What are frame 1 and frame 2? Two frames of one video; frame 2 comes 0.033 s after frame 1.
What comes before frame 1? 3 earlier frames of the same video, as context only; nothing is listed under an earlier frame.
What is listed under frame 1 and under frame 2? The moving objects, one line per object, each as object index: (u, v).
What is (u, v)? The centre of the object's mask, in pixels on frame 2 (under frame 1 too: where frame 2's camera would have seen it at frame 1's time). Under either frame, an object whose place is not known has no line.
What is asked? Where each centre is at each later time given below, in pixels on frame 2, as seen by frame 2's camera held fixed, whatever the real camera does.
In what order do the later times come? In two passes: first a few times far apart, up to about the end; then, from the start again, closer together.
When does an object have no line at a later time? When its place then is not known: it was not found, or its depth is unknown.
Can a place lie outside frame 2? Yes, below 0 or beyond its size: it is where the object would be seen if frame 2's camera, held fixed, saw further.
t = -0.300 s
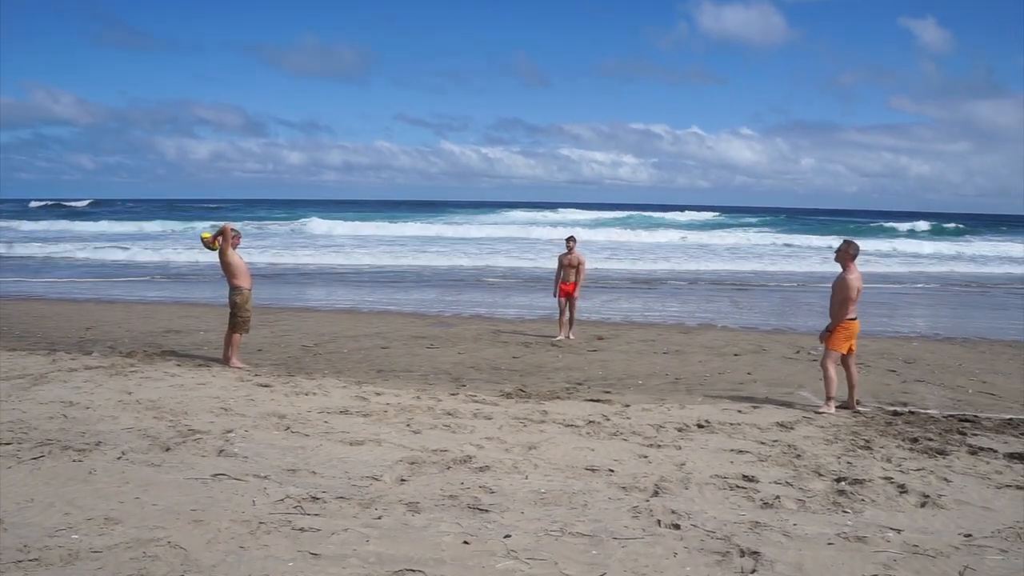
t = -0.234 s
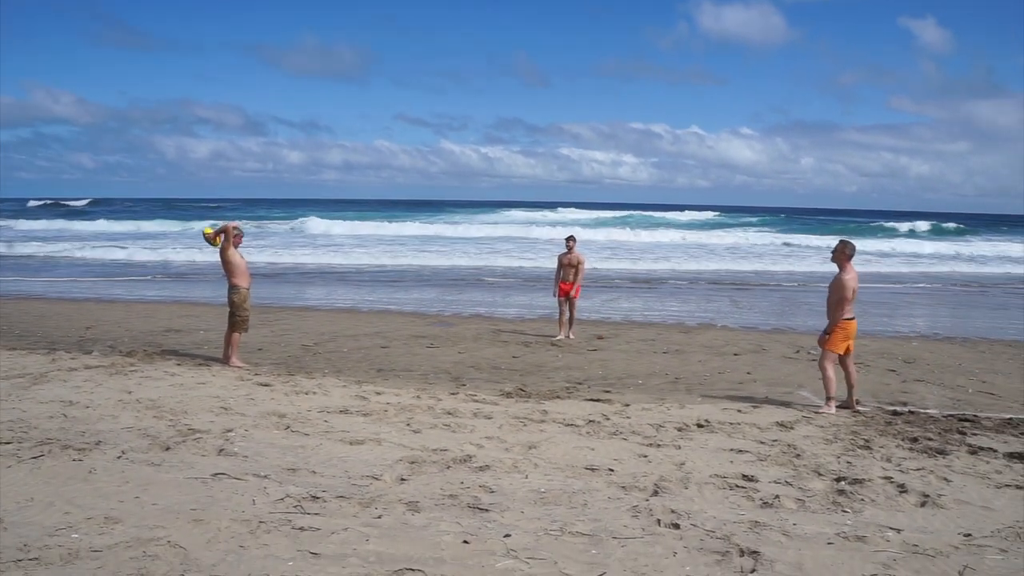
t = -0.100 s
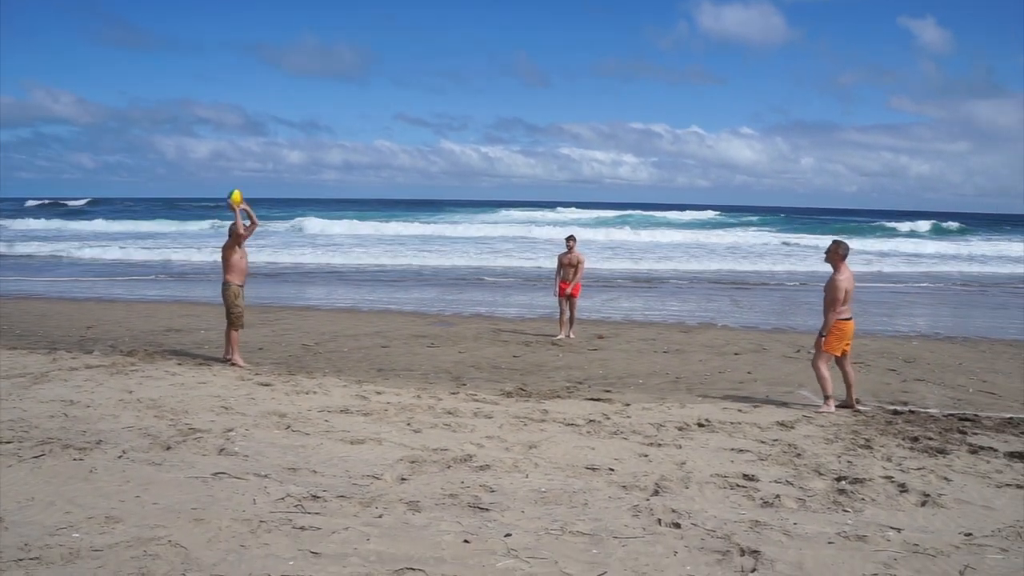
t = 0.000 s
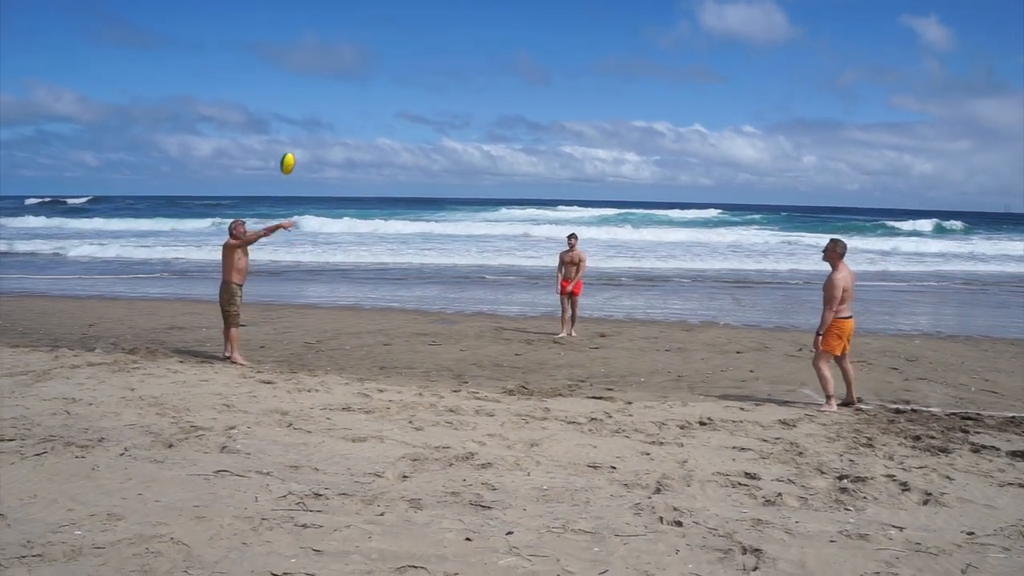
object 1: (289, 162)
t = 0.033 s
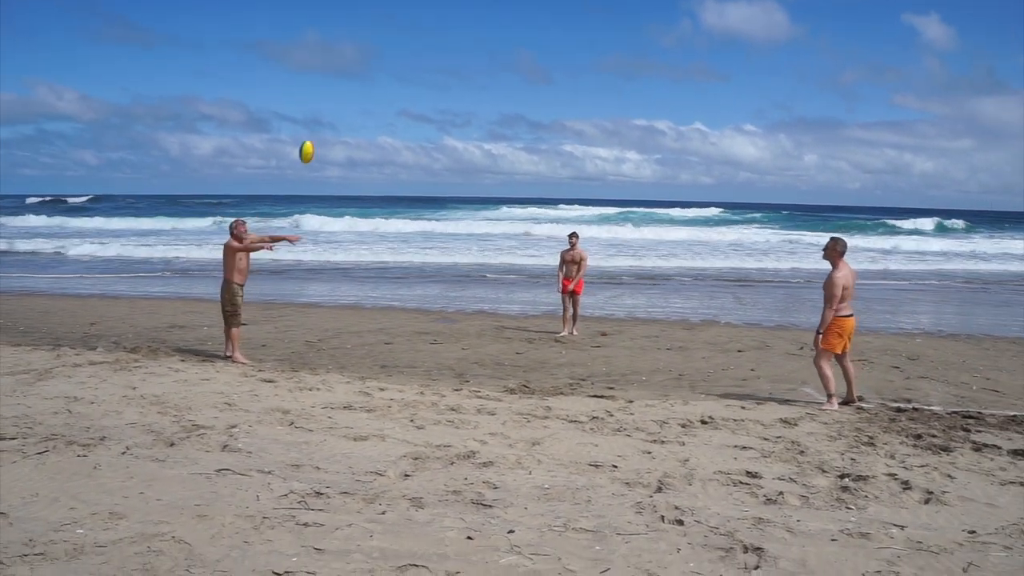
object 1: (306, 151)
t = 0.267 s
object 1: (432, 99)
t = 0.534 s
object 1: (582, 97)
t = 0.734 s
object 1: (699, 146)
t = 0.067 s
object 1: (324, 142)
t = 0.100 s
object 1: (341, 133)
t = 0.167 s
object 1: (377, 117)
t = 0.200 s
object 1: (395, 110)
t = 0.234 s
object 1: (414, 104)
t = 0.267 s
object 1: (432, 99)
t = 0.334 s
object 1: (468, 91)
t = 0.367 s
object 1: (487, 89)
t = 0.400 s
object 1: (505, 88)
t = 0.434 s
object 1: (524, 88)
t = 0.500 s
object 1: (562, 93)
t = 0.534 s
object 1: (582, 97)
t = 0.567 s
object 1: (601, 101)
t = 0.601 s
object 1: (621, 107)
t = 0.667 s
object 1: (660, 124)
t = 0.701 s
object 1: (680, 134)
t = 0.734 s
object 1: (699, 146)
